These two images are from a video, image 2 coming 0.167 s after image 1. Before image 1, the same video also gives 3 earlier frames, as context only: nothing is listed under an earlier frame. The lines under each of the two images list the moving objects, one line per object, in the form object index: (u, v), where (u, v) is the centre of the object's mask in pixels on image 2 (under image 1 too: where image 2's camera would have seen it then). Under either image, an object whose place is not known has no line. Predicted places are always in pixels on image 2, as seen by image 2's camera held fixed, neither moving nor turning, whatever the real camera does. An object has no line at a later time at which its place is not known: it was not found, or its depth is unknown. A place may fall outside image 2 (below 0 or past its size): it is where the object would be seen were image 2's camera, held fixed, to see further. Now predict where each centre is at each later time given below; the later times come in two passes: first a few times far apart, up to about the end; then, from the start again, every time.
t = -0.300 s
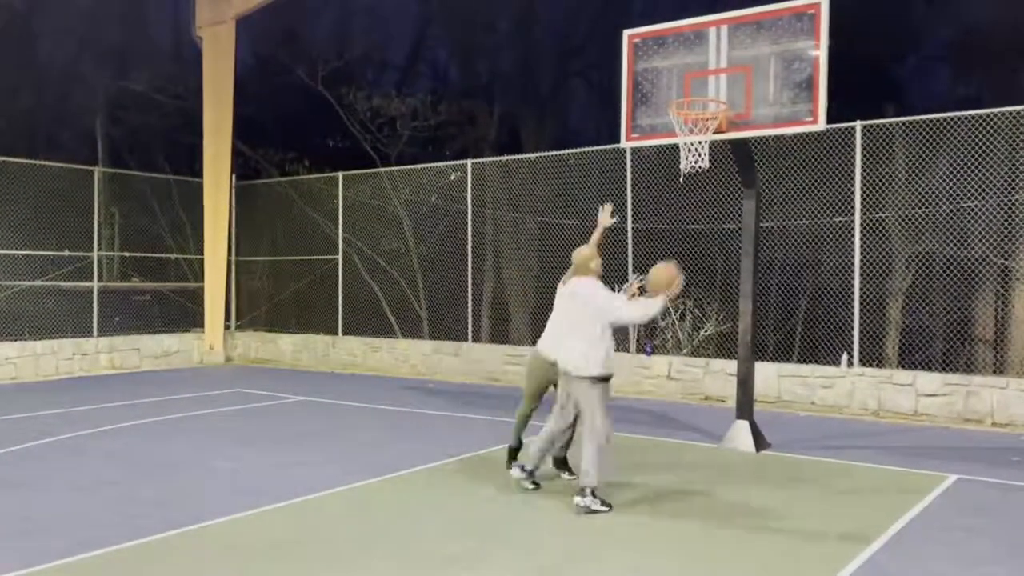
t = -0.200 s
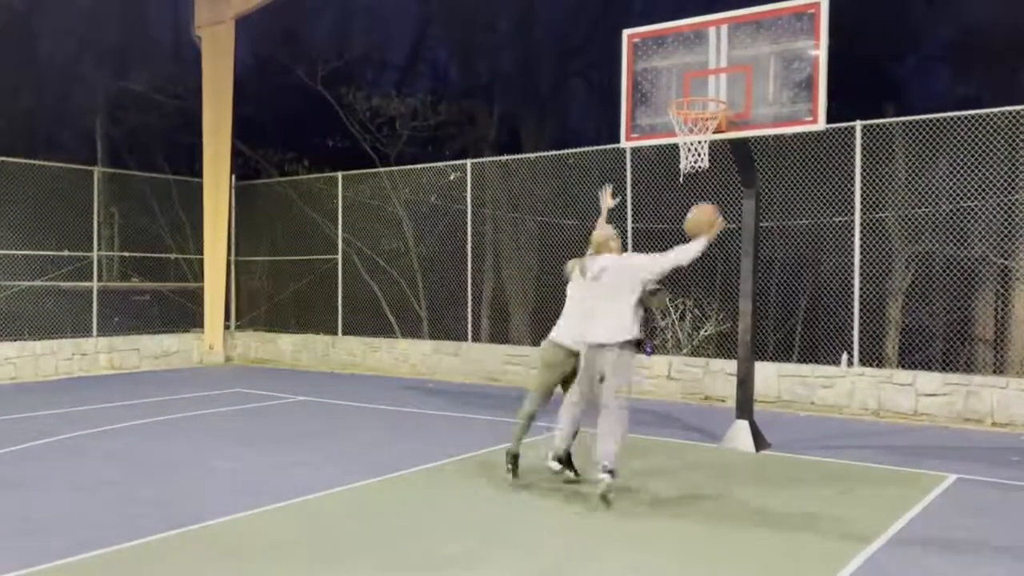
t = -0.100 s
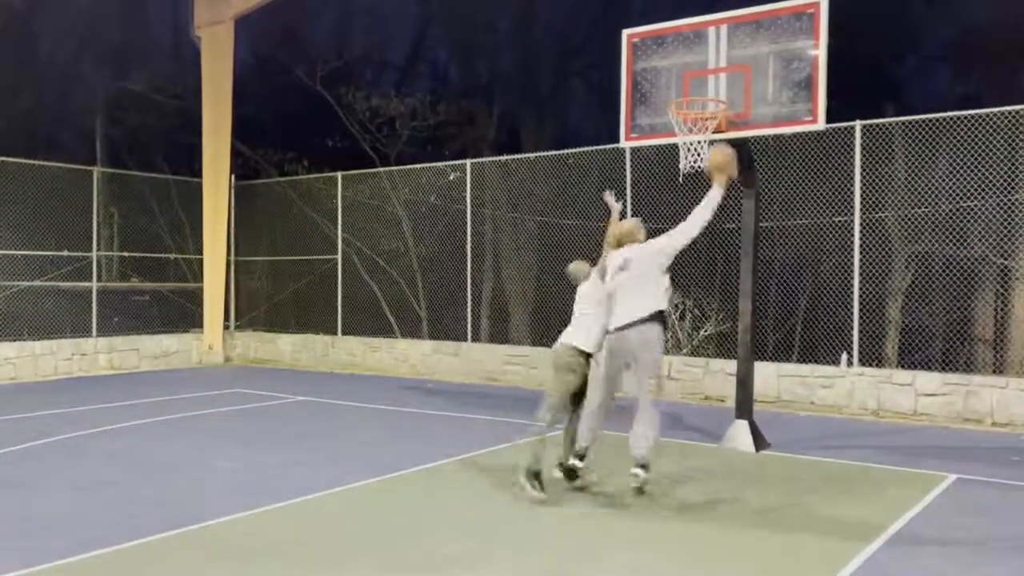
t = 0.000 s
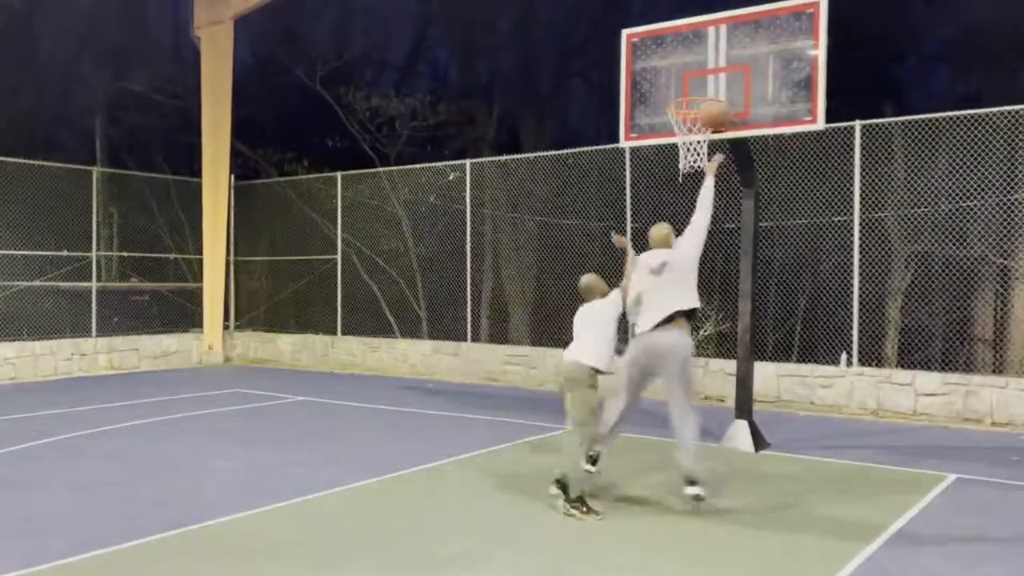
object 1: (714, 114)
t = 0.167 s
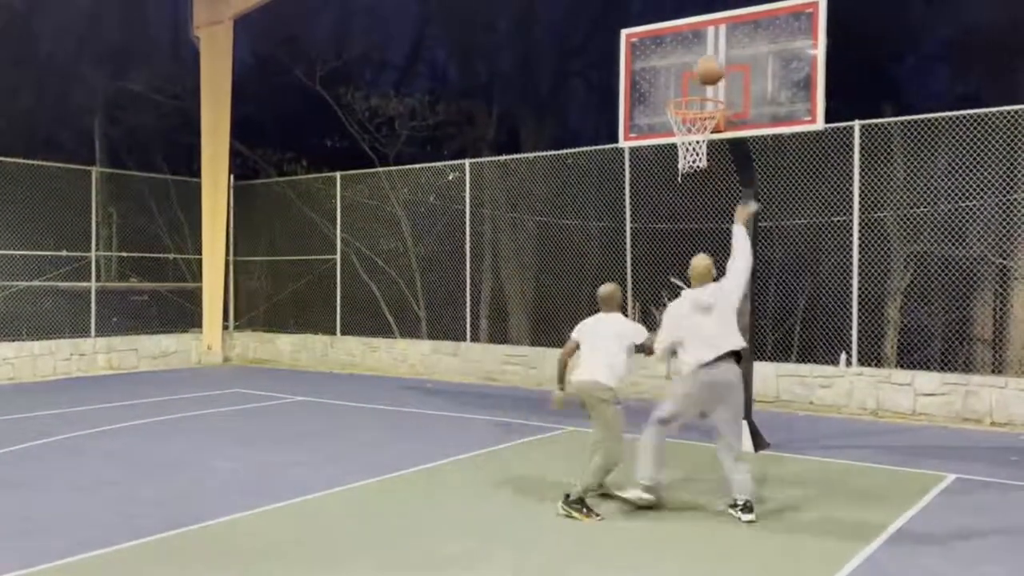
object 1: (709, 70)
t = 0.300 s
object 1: (705, 64)
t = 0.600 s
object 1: (672, 90)
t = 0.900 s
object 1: (660, 83)
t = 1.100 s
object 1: (651, 137)
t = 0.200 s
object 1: (708, 67)
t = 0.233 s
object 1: (707, 65)
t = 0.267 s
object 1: (706, 64)
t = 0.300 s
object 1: (705, 64)
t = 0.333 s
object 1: (704, 66)
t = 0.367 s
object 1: (703, 67)
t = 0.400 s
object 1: (703, 70)
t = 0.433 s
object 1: (702, 76)
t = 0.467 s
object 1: (696, 78)
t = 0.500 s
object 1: (689, 81)
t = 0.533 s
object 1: (684, 85)
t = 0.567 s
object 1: (676, 89)
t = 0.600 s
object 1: (672, 90)
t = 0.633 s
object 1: (672, 87)
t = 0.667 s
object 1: (670, 82)
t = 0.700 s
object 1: (668, 79)
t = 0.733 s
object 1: (667, 78)
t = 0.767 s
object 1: (666, 77)
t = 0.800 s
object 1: (664, 76)
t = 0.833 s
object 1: (663, 77)
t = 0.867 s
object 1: (661, 79)
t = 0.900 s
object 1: (660, 83)
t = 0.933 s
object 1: (658, 88)
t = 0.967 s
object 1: (658, 95)
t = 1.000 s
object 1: (655, 104)
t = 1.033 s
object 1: (654, 114)
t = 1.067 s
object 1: (652, 123)
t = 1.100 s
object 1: (651, 137)
